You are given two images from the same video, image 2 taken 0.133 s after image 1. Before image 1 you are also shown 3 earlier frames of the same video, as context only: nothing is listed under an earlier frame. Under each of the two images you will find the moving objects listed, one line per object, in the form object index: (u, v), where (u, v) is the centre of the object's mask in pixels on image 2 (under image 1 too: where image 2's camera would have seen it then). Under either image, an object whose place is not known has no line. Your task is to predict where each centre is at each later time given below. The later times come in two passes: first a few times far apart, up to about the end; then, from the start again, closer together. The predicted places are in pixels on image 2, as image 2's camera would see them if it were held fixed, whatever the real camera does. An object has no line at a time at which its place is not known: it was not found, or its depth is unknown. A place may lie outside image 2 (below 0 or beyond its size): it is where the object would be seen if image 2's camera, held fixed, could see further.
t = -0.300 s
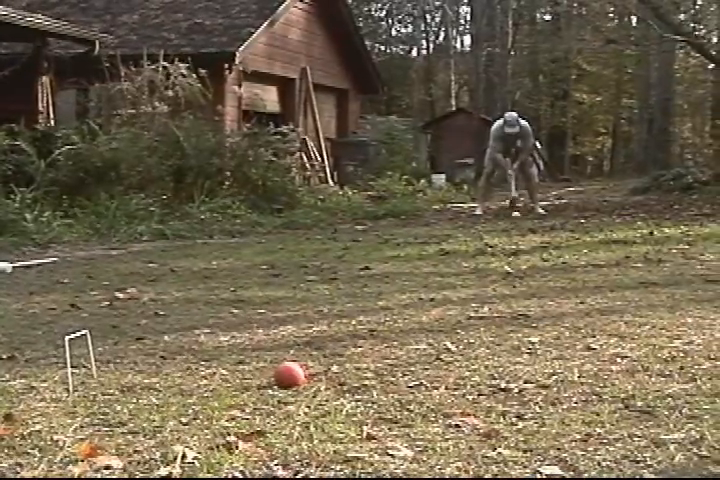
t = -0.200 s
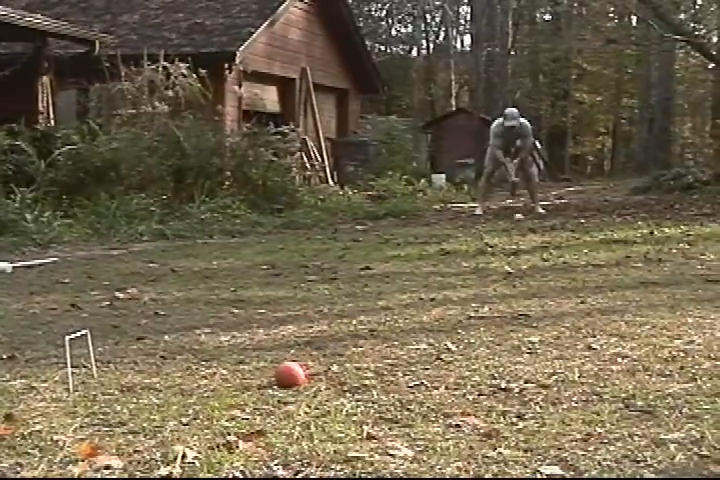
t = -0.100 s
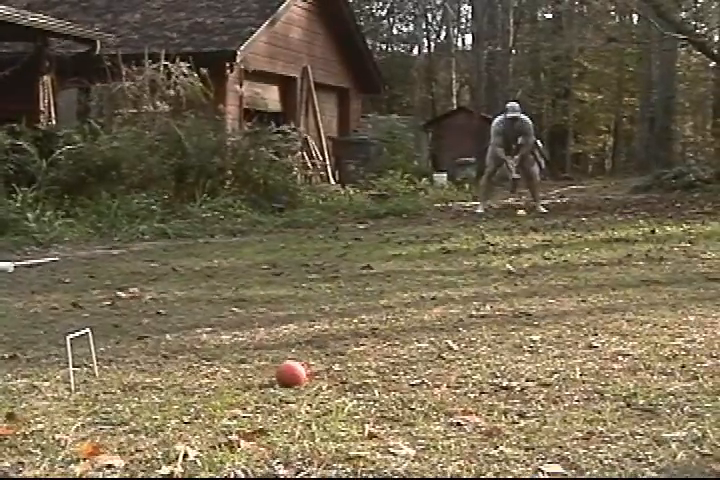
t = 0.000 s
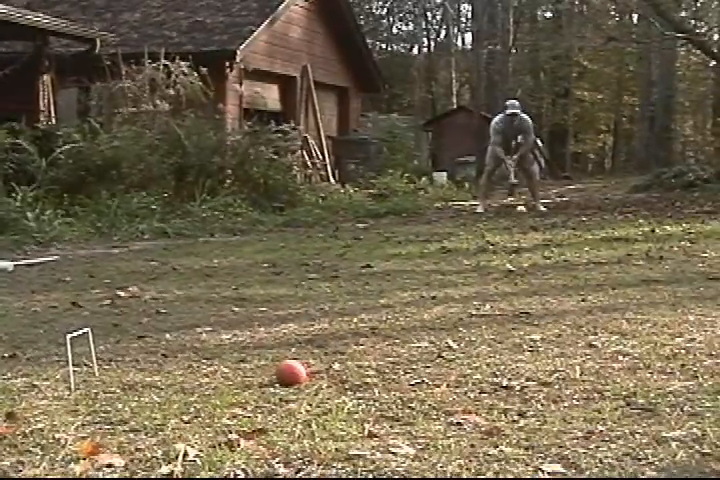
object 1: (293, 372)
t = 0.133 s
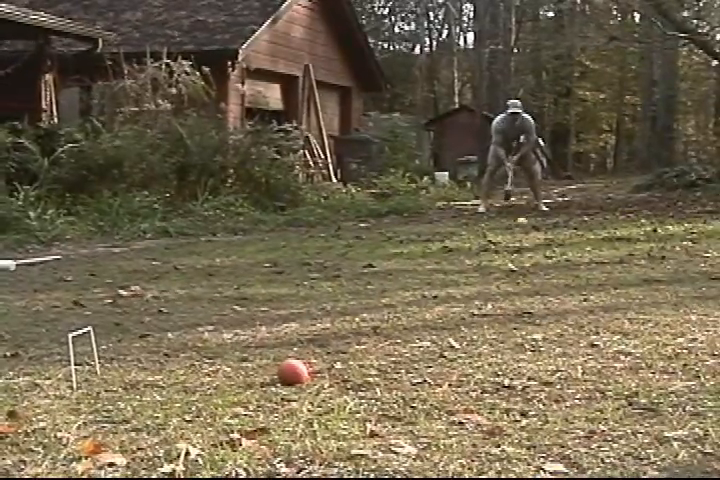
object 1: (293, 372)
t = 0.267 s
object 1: (294, 372)
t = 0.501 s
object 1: (293, 372)
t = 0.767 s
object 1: (293, 371)
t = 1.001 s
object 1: (293, 372)
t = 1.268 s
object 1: (294, 372)
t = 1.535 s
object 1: (293, 372)
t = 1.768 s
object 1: (293, 372)
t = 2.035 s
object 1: (294, 372)
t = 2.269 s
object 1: (294, 372)
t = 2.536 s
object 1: (251, 373)
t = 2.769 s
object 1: (215, 371)
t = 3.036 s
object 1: (195, 371)
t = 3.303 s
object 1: (194, 369)
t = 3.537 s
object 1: (194, 371)
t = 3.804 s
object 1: (195, 371)
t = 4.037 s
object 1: (195, 371)
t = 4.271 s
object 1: (195, 371)
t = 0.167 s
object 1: (294, 372)
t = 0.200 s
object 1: (294, 372)
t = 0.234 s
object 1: (294, 372)
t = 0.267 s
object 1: (294, 372)
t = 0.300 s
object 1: (294, 372)
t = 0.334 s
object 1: (294, 372)
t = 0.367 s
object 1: (294, 372)
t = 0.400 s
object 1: (293, 372)
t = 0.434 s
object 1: (294, 372)
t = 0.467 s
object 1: (294, 372)
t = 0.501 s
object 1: (293, 372)
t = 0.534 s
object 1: (293, 372)
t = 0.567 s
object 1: (293, 371)
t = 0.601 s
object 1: (293, 371)
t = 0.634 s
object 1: (293, 372)
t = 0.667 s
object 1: (293, 372)
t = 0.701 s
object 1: (293, 372)
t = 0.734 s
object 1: (293, 372)
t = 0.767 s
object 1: (293, 371)
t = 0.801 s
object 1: (294, 371)
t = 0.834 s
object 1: (294, 372)
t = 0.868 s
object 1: (294, 372)
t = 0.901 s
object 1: (294, 372)
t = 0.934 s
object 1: (294, 371)
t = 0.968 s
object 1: (294, 371)
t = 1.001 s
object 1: (293, 372)
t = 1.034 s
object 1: (294, 371)
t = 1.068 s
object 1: (294, 371)
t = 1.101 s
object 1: (294, 371)
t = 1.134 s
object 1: (294, 372)
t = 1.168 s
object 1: (294, 372)
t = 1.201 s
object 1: (294, 372)
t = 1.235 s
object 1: (294, 372)
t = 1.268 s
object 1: (294, 372)
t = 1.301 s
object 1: (294, 372)
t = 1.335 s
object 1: (294, 372)
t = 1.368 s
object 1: (294, 372)
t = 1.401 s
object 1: (294, 372)
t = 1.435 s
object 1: (294, 372)
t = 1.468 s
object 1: (293, 372)
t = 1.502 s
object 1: (294, 372)
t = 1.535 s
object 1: (293, 372)
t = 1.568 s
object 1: (294, 372)
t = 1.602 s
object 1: (294, 372)
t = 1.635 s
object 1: (293, 372)
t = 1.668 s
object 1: (294, 372)
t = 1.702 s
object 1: (293, 372)
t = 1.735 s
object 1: (293, 372)
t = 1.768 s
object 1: (293, 372)
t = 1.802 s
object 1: (293, 372)
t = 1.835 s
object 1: (294, 372)
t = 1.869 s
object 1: (293, 372)
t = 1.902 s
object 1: (294, 372)
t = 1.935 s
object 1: (294, 372)
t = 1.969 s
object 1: (294, 372)
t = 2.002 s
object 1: (293, 372)
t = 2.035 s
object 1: (294, 372)
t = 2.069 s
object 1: (294, 371)
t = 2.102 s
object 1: (294, 371)
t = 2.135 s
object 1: (294, 371)
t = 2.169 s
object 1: (294, 371)
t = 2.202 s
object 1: (294, 372)
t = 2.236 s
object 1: (294, 372)
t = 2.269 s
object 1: (294, 372)
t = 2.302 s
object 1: (294, 372)
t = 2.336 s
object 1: (287, 371)
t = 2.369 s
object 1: (285, 370)
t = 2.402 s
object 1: (273, 372)
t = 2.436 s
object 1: (268, 372)
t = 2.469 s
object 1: (262, 372)
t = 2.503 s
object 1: (254, 372)
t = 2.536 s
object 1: (251, 373)
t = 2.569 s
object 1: (245, 373)
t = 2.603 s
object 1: (238, 373)
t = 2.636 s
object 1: (232, 372)
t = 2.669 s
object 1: (227, 372)
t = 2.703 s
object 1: (225, 372)
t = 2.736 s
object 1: (220, 372)
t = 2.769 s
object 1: (215, 371)
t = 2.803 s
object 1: (214, 372)
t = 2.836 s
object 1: (210, 372)
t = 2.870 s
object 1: (205, 372)
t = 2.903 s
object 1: (204, 371)
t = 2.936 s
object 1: (203, 371)
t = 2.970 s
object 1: (201, 371)
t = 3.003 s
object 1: (200, 371)
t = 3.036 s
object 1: (195, 371)
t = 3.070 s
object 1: (192, 371)
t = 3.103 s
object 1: (192, 371)
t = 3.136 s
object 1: (191, 371)
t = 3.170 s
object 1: (191, 370)
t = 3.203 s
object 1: (189, 369)
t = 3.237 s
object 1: (191, 369)
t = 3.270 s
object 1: (192, 370)
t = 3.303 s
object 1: (194, 369)
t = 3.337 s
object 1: (194, 370)
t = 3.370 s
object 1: (194, 370)
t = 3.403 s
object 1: (194, 371)
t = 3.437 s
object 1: (195, 371)
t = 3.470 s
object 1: (195, 371)
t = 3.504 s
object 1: (194, 371)
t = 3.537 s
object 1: (194, 371)
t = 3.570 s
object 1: (194, 371)
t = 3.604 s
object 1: (193, 371)
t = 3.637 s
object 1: (194, 371)
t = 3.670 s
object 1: (194, 371)
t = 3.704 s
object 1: (194, 371)
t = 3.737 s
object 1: (194, 371)
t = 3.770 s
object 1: (194, 371)
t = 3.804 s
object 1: (195, 371)
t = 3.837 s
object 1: (194, 371)
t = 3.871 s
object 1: (194, 371)
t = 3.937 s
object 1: (195, 371)
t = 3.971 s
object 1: (195, 371)
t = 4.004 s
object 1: (195, 371)
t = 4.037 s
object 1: (195, 371)
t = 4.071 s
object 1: (194, 371)
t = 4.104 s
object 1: (195, 371)
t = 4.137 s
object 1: (195, 371)
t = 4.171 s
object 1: (195, 371)
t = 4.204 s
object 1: (195, 371)
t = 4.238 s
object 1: (195, 371)
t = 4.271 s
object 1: (195, 371)
